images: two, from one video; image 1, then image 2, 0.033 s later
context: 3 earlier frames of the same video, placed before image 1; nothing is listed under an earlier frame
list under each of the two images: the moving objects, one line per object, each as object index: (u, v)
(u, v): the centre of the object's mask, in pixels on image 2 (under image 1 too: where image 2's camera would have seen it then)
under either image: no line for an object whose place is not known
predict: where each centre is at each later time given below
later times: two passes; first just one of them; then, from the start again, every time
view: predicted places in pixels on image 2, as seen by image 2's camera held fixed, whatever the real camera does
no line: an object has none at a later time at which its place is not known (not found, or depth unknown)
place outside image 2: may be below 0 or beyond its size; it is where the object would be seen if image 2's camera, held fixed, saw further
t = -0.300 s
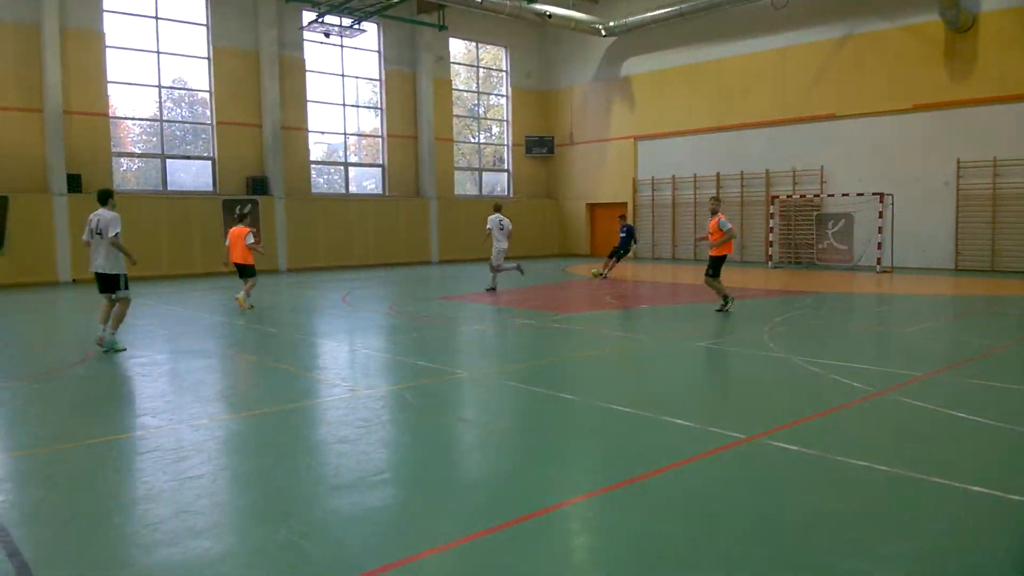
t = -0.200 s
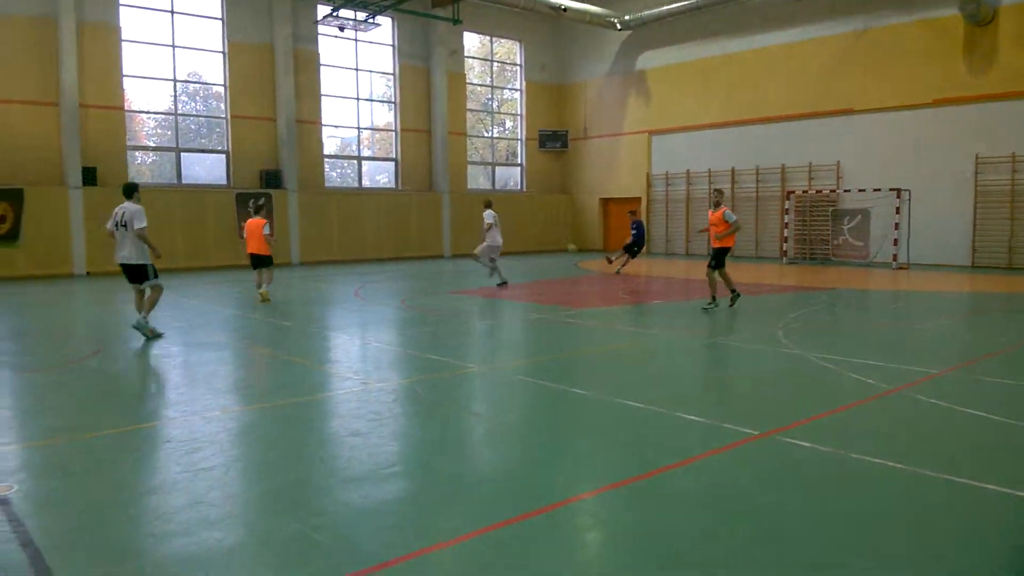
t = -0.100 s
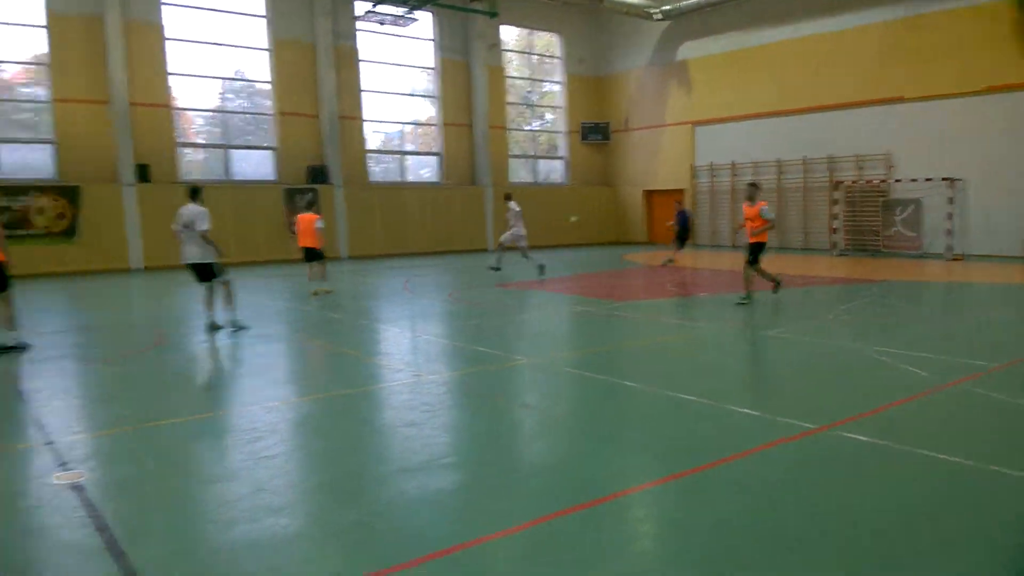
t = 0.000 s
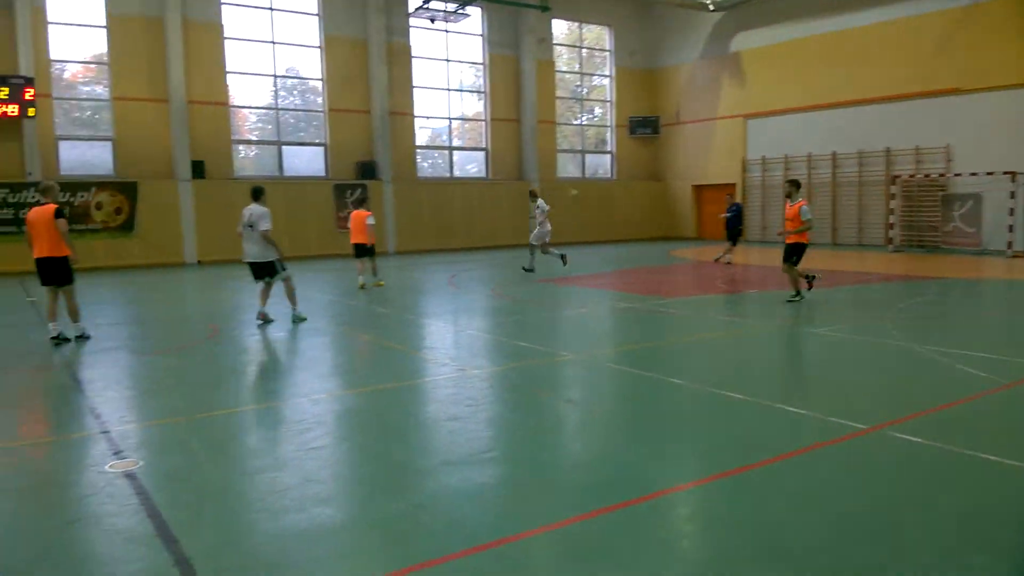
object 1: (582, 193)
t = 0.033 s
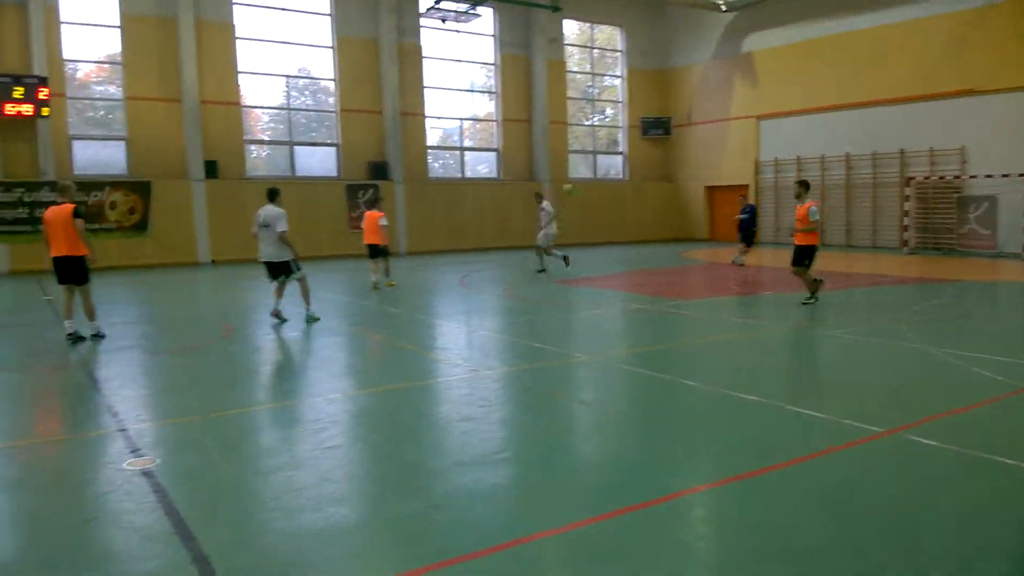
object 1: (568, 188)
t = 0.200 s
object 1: (474, 155)
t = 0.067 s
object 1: (552, 181)
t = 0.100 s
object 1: (534, 174)
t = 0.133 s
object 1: (514, 167)
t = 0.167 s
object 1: (495, 162)
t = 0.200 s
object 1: (474, 155)
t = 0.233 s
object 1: (451, 149)
